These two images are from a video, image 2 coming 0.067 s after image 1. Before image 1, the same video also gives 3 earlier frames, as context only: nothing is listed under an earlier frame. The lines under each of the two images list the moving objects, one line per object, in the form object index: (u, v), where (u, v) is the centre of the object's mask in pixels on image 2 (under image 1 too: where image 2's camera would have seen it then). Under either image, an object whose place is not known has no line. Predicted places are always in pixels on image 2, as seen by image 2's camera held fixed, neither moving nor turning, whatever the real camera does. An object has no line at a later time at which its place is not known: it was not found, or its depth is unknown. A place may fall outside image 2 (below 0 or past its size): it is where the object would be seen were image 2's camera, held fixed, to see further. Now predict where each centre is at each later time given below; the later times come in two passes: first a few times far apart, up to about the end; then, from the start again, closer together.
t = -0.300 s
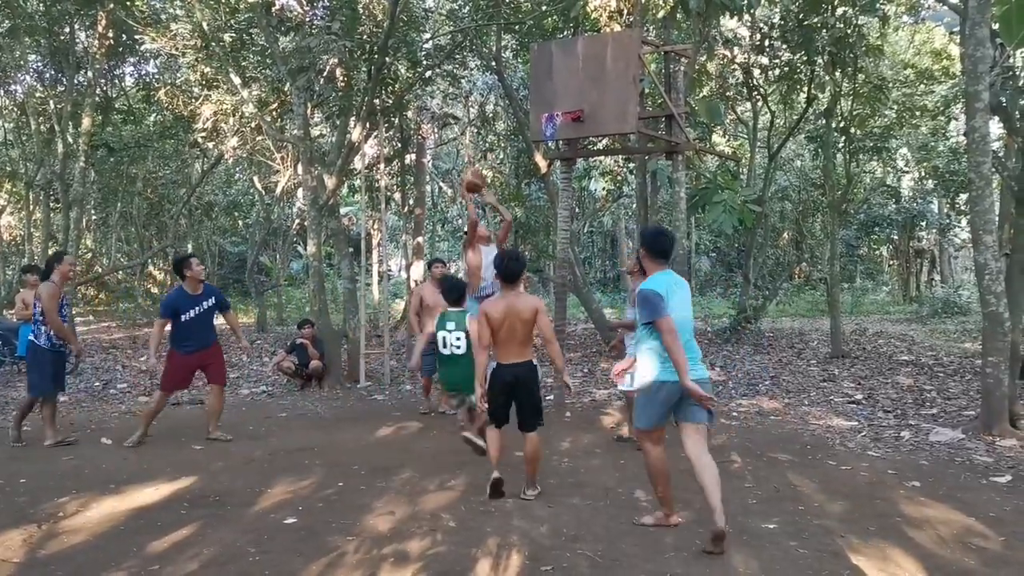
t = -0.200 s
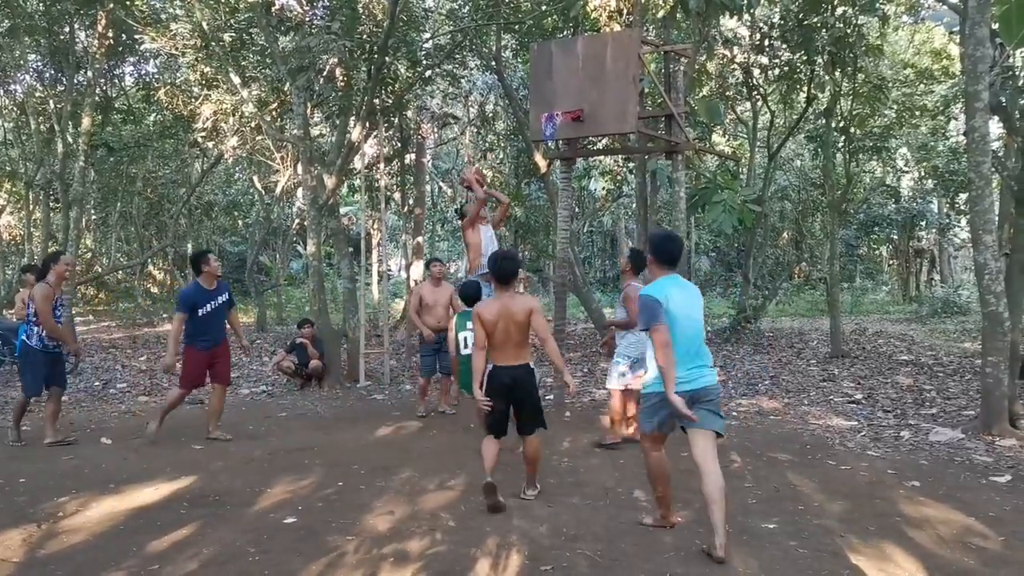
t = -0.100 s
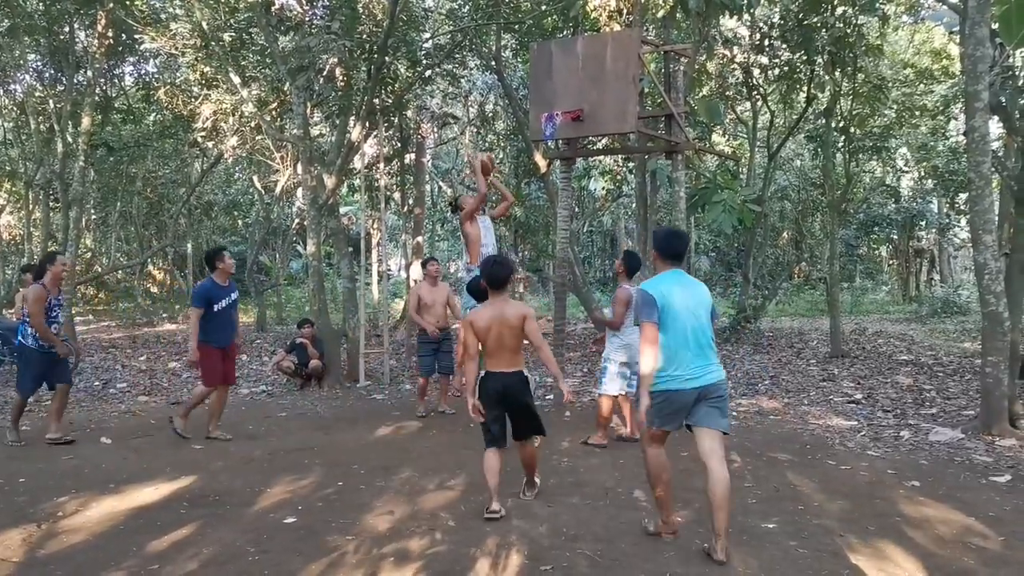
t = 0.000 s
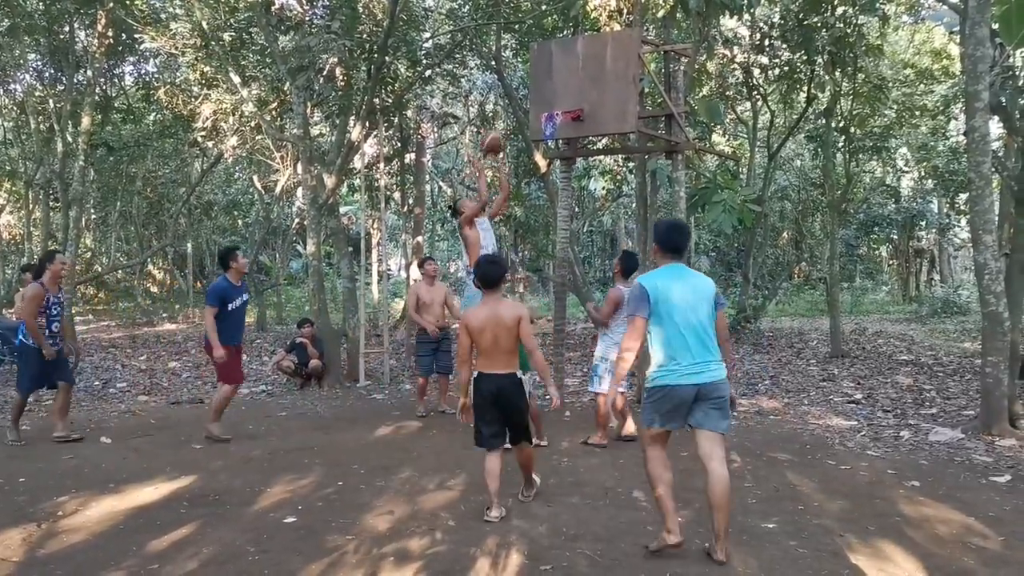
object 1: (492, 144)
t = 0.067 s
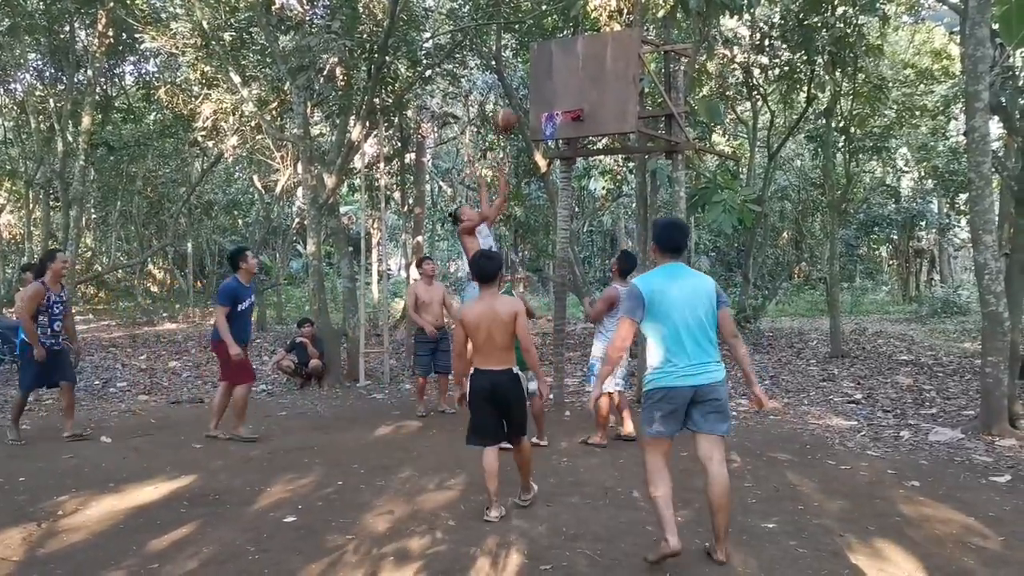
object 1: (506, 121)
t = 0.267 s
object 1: (541, 83)
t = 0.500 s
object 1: (552, 92)
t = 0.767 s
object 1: (575, 124)
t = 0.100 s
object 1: (511, 112)
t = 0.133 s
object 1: (517, 103)
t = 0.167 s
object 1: (522, 97)
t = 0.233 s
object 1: (535, 88)
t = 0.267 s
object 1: (541, 83)
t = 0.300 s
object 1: (544, 81)
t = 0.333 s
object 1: (545, 80)
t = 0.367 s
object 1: (546, 79)
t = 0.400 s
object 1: (548, 81)
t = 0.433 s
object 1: (549, 83)
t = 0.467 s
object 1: (551, 87)
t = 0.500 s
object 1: (552, 92)
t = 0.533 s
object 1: (554, 98)
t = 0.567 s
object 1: (556, 102)
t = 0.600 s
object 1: (561, 106)
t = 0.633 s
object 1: (568, 116)
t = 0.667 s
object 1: (572, 118)
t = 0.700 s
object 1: (575, 119)
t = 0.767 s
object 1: (575, 124)
